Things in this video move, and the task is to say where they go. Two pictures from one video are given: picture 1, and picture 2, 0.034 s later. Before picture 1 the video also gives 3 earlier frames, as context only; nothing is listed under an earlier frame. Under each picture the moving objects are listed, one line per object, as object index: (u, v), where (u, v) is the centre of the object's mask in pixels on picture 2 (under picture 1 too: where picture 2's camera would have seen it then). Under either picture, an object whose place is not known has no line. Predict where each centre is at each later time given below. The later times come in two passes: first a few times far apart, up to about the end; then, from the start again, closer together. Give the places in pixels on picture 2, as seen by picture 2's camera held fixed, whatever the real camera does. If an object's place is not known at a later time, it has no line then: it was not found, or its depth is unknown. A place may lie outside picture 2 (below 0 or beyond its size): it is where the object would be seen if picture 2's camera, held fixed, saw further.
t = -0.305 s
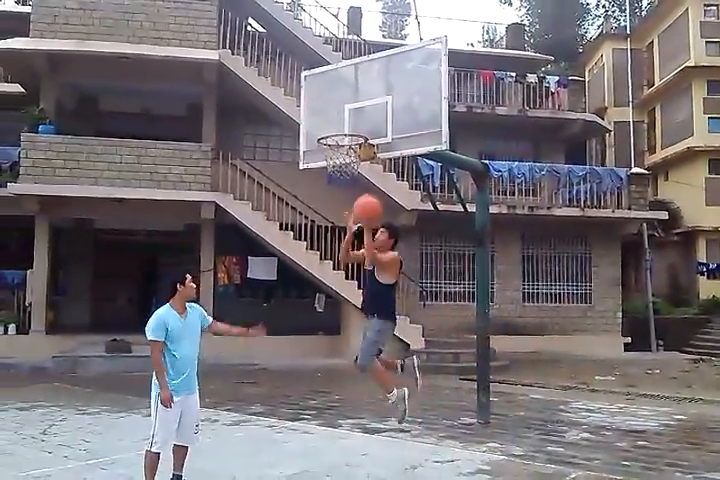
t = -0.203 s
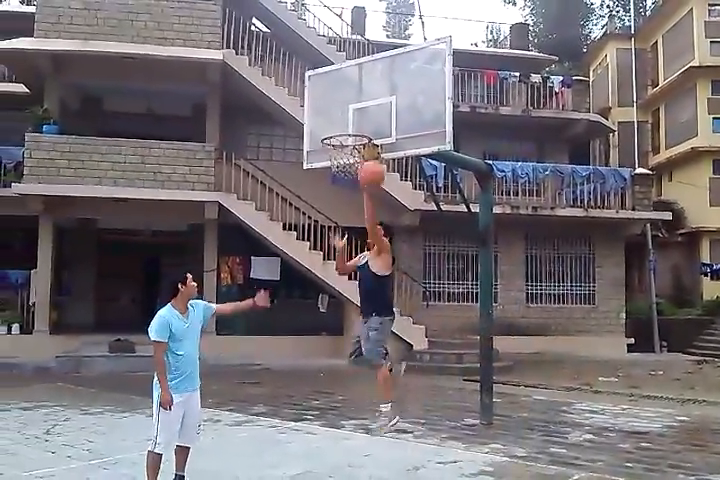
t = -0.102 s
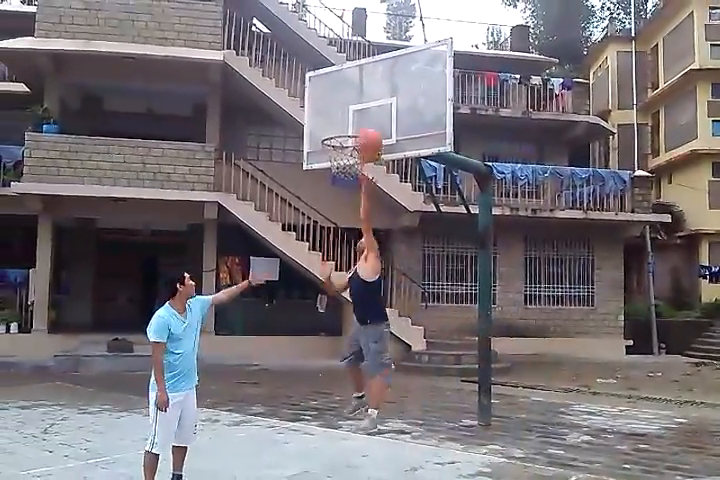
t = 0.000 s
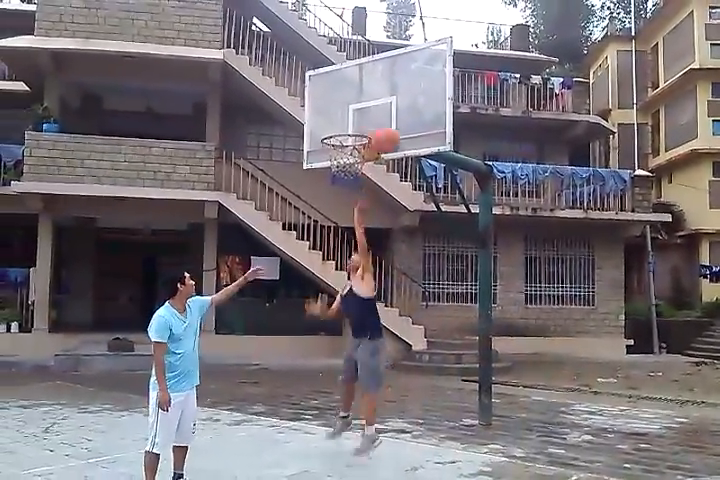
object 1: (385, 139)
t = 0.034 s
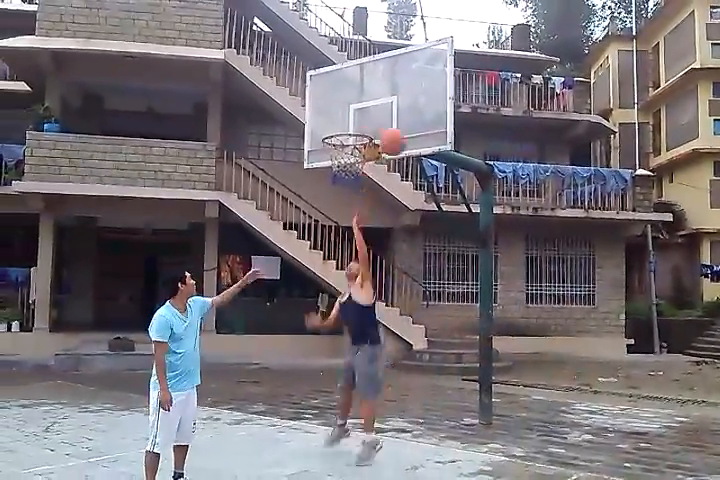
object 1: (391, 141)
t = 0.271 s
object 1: (442, 199)
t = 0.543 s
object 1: (509, 369)
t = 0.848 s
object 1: (559, 372)
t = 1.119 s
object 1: (585, 240)
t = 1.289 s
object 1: (601, 207)
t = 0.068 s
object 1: (399, 146)
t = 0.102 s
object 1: (404, 149)
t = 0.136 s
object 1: (412, 157)
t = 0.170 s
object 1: (420, 165)
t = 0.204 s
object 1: (427, 175)
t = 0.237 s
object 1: (434, 186)
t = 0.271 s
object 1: (442, 199)
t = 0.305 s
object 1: (450, 215)
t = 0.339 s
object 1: (458, 230)
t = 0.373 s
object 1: (465, 248)
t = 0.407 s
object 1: (474, 268)
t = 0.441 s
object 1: (481, 289)
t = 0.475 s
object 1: (491, 318)
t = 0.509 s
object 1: (499, 340)
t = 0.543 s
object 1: (509, 369)
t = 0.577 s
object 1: (518, 403)
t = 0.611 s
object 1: (527, 433)
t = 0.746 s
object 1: (549, 440)
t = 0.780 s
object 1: (553, 418)
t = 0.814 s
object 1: (560, 393)
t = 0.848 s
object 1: (559, 372)
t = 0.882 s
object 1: (560, 346)
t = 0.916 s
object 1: (567, 329)
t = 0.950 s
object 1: (570, 310)
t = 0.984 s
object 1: (570, 293)
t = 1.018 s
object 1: (574, 278)
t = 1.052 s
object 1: (578, 264)
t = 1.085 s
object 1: (582, 251)
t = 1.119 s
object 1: (585, 240)
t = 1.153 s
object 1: (587, 231)
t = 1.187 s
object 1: (590, 223)
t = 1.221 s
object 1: (593, 216)
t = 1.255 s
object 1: (597, 210)
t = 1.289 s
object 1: (601, 207)
